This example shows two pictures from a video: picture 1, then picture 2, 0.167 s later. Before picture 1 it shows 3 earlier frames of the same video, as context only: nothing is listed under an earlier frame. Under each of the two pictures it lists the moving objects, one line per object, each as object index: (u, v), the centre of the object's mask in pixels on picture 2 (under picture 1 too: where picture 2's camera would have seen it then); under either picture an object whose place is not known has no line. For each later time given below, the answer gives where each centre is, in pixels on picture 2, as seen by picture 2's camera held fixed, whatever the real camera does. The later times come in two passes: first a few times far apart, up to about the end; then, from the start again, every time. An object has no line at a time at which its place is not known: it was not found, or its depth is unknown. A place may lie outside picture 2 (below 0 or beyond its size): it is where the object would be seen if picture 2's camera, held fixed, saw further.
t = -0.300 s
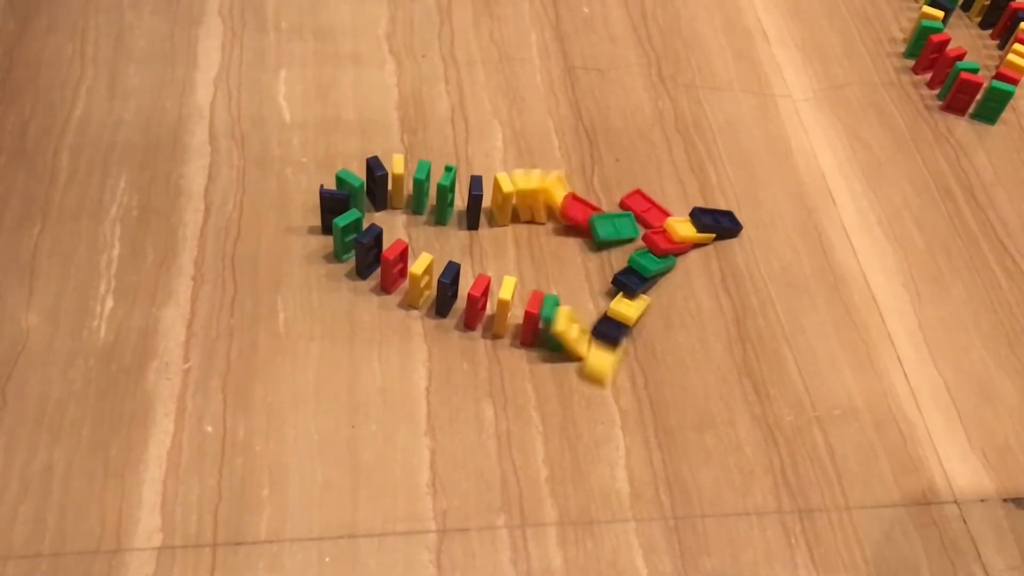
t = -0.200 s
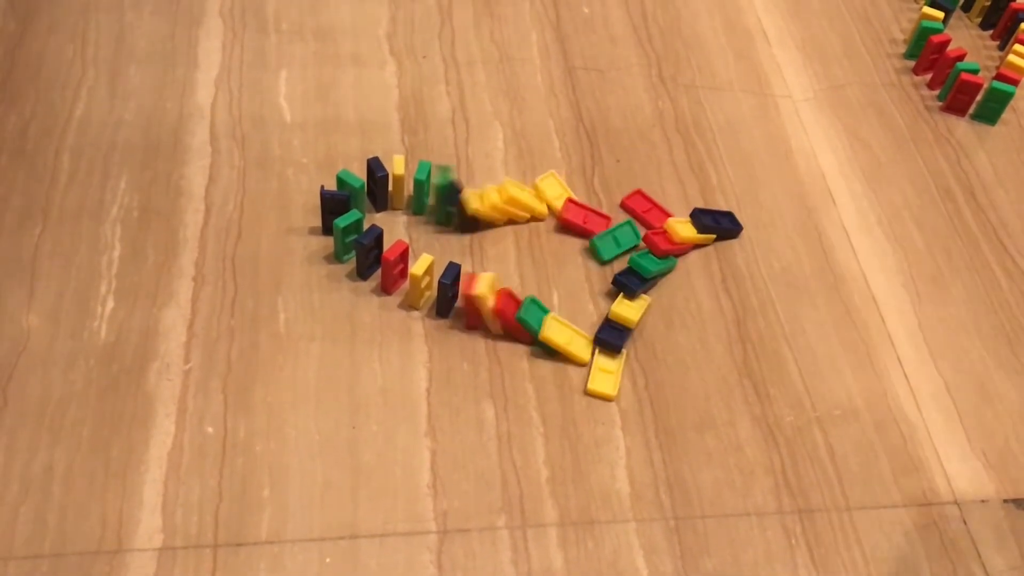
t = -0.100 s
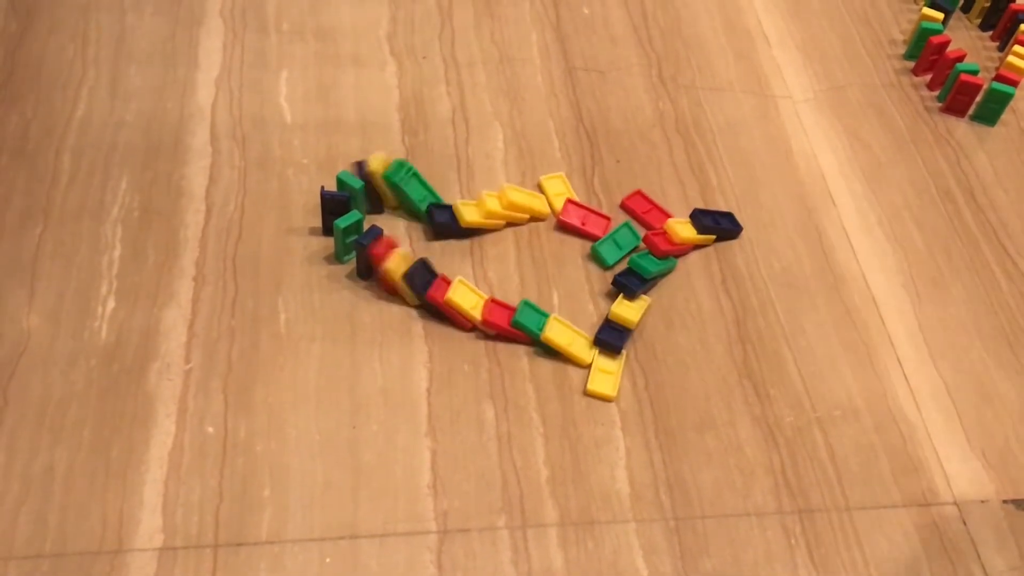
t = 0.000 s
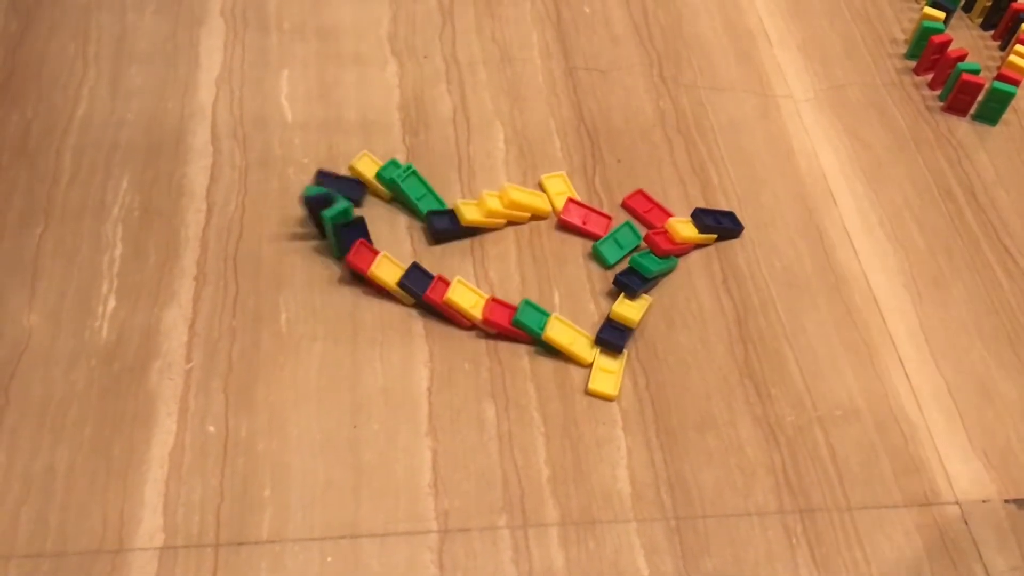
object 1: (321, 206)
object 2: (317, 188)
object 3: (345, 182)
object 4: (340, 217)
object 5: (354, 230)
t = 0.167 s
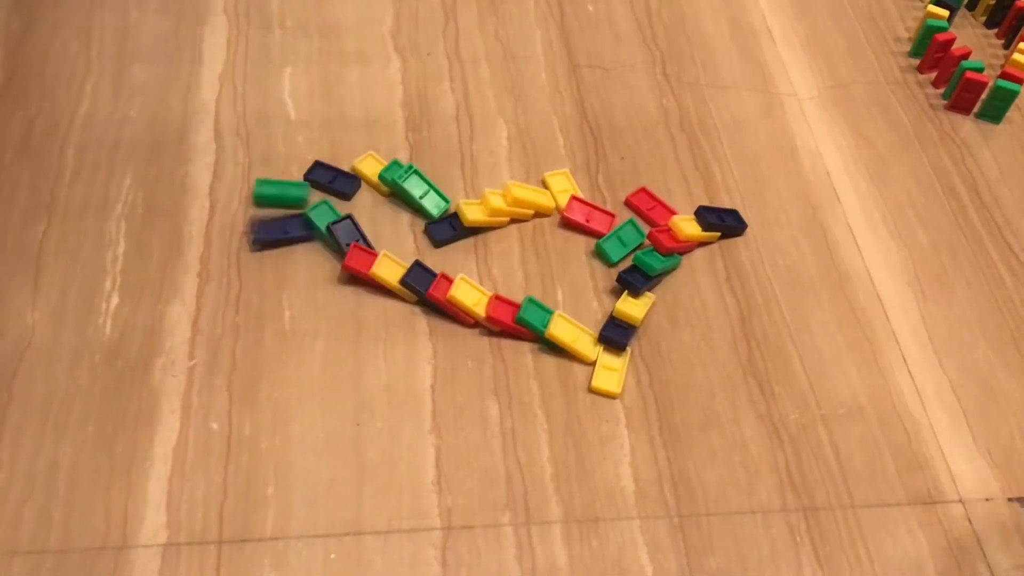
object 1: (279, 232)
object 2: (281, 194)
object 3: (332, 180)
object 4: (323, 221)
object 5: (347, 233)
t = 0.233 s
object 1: (272, 233)
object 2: (272, 190)
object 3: (332, 180)
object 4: (325, 214)
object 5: (345, 234)
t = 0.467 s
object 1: (271, 233)
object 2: (271, 190)
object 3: (332, 180)
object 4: (327, 212)
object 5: (345, 234)
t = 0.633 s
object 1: (271, 233)
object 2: (271, 190)
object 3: (332, 180)
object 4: (327, 212)
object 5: (345, 235)
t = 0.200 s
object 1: (274, 232)
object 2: (275, 191)
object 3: (332, 180)
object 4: (323, 214)
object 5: (346, 234)
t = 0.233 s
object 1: (272, 233)
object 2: (272, 190)
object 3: (332, 180)
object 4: (325, 214)
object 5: (345, 234)
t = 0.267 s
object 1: (270, 233)
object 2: (271, 190)
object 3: (332, 180)
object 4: (327, 212)
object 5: (345, 235)
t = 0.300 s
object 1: (270, 233)
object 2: (271, 190)
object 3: (332, 180)
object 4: (327, 212)
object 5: (345, 235)
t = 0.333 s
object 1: (270, 233)
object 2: (271, 190)
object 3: (332, 180)
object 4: (327, 212)
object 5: (345, 234)
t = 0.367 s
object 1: (271, 233)
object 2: (271, 190)
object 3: (332, 180)
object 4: (327, 212)
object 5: (345, 234)
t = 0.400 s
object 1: (271, 233)
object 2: (271, 190)
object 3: (332, 180)
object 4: (327, 212)
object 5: (345, 234)
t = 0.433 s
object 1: (271, 233)
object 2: (271, 190)
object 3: (332, 180)
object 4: (327, 212)
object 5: (345, 234)
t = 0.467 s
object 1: (271, 233)
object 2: (271, 190)
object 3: (332, 180)
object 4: (327, 212)
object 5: (345, 234)
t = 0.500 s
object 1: (271, 233)
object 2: (271, 190)
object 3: (332, 180)
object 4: (327, 212)
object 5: (345, 234)
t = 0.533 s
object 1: (271, 233)
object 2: (272, 190)
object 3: (332, 180)
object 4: (327, 212)
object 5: (346, 235)
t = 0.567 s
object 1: (271, 233)
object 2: (271, 190)
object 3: (332, 180)
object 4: (328, 212)
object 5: (346, 235)
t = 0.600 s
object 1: (271, 233)
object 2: (271, 190)
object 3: (332, 180)
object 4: (328, 212)
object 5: (346, 235)
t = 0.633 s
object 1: (271, 233)
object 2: (271, 190)
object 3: (332, 180)
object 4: (327, 212)
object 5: (345, 235)
